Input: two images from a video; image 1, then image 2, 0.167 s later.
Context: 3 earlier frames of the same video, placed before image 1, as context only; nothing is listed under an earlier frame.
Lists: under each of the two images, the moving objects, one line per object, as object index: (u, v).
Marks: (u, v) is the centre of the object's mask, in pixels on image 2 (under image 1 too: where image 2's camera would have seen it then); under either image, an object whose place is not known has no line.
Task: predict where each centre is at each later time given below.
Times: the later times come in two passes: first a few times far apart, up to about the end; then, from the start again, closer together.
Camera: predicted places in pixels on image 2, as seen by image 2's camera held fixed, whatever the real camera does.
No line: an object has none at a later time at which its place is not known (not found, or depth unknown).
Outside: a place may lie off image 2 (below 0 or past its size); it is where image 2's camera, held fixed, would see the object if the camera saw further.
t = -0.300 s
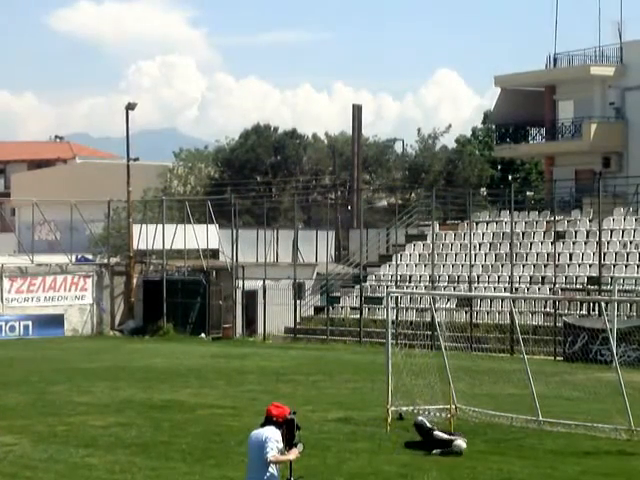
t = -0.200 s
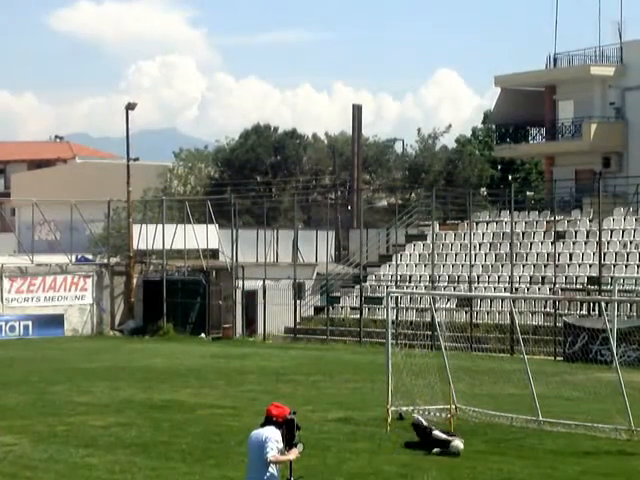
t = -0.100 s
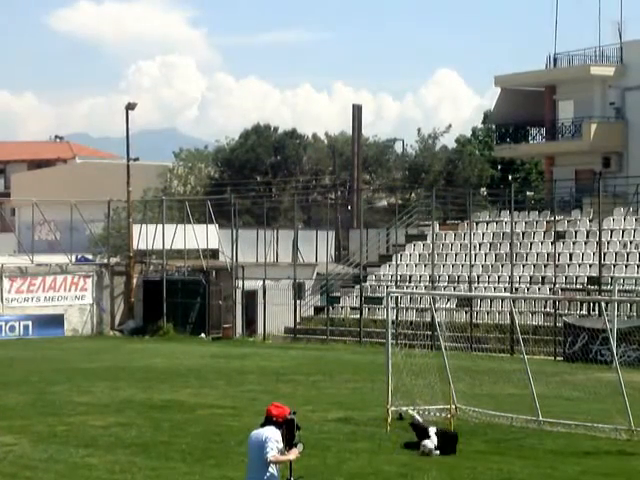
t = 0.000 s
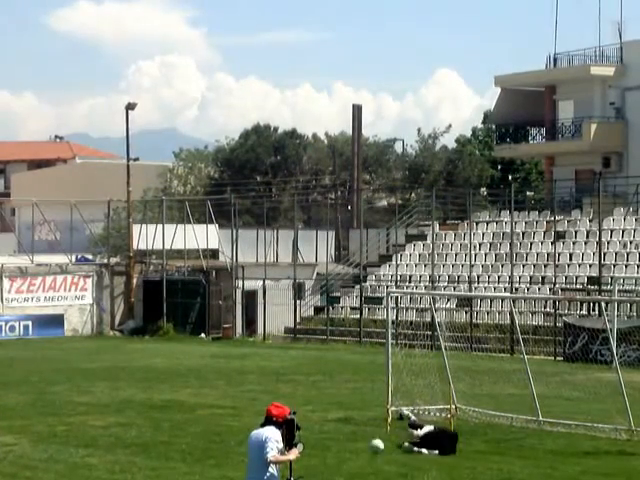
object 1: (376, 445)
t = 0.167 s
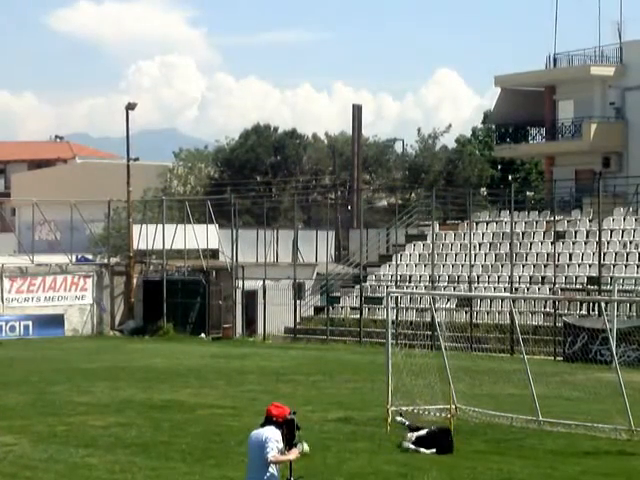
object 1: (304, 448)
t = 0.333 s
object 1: (242, 449)
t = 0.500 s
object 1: (197, 451)
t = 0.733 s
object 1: (137, 452)
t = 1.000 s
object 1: (73, 453)
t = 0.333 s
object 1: (242, 449)
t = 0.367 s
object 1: (233, 450)
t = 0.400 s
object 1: (224, 450)
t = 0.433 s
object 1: (214, 450)
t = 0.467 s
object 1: (205, 451)
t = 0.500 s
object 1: (197, 451)
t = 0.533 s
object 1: (188, 451)
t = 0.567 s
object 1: (179, 450)
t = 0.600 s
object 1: (170, 450)
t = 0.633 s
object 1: (162, 451)
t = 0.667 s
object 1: (153, 452)
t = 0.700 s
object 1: (145, 452)
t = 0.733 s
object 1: (137, 452)
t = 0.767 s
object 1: (129, 451)
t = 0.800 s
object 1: (120, 452)
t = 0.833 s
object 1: (112, 453)
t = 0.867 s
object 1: (104, 453)
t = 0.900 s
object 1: (96, 453)
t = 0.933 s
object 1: (89, 453)
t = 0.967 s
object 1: (81, 453)
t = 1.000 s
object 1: (73, 453)
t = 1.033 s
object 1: (66, 453)
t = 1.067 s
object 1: (59, 454)
